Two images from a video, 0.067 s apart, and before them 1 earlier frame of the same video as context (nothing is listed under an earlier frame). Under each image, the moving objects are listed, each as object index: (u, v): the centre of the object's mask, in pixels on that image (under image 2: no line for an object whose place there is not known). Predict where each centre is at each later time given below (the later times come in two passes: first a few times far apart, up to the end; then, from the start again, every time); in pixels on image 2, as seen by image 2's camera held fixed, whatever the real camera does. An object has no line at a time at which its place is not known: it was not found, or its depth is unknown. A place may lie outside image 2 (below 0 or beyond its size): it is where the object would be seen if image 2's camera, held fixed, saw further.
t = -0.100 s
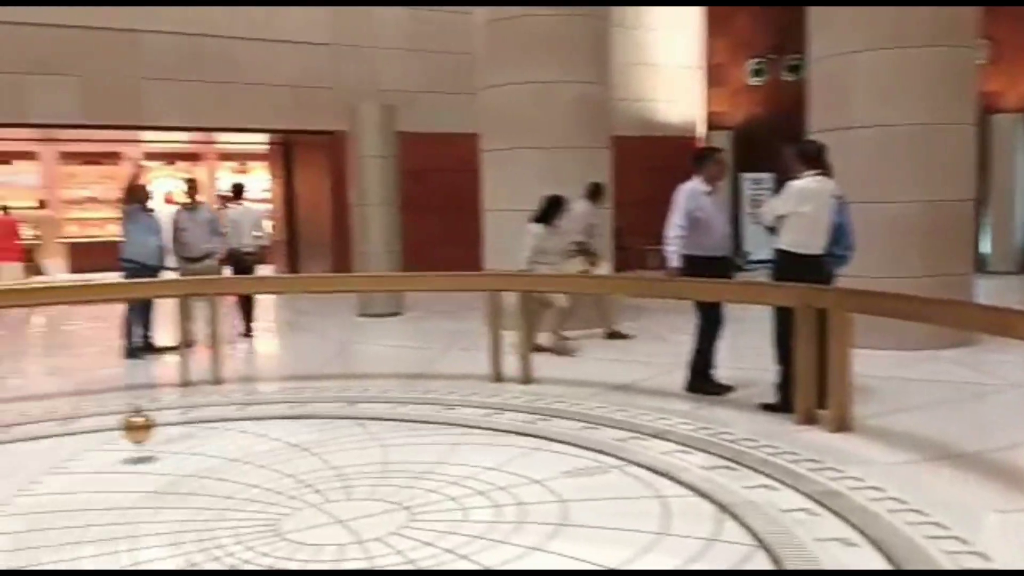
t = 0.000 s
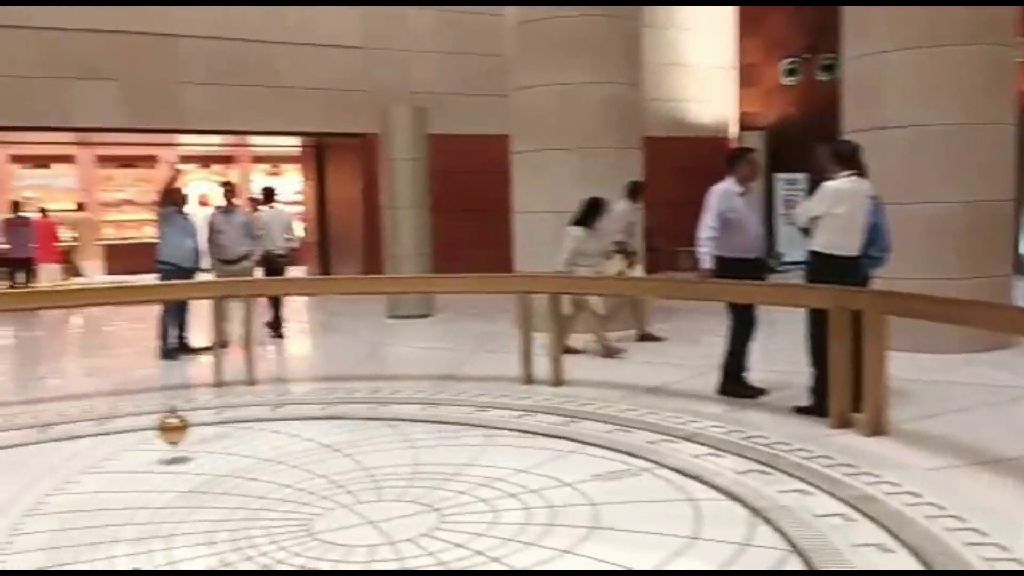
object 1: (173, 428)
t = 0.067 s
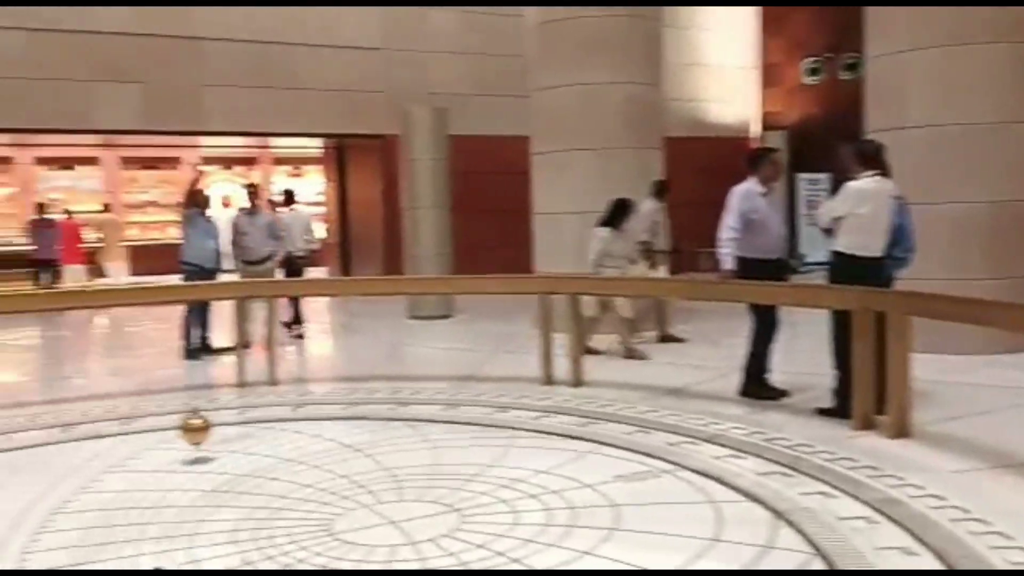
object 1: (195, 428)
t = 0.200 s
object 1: (195, 430)
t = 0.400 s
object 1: (195, 436)
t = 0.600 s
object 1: (193, 441)
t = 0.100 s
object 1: (195, 429)
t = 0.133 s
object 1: (195, 429)
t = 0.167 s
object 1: (196, 430)
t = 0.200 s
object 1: (195, 430)
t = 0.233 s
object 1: (195, 431)
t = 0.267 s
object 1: (195, 431)
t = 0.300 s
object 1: (195, 432)
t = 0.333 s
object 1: (195, 433)
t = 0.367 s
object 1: (195, 434)
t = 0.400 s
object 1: (195, 436)
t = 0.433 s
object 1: (195, 437)
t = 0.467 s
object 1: (195, 437)
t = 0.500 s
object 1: (195, 438)
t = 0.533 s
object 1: (194, 439)
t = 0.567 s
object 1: (194, 440)
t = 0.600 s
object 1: (193, 441)
